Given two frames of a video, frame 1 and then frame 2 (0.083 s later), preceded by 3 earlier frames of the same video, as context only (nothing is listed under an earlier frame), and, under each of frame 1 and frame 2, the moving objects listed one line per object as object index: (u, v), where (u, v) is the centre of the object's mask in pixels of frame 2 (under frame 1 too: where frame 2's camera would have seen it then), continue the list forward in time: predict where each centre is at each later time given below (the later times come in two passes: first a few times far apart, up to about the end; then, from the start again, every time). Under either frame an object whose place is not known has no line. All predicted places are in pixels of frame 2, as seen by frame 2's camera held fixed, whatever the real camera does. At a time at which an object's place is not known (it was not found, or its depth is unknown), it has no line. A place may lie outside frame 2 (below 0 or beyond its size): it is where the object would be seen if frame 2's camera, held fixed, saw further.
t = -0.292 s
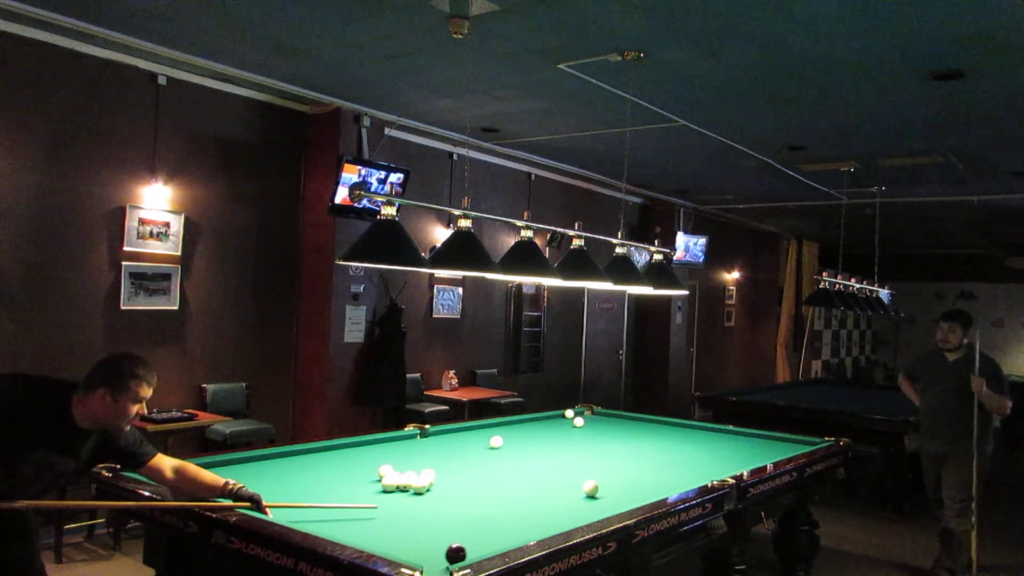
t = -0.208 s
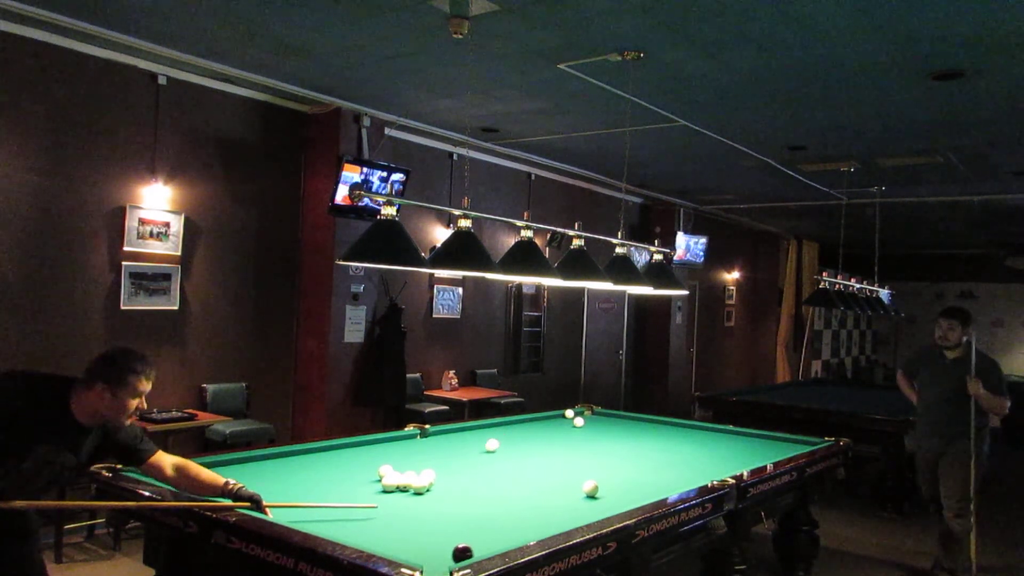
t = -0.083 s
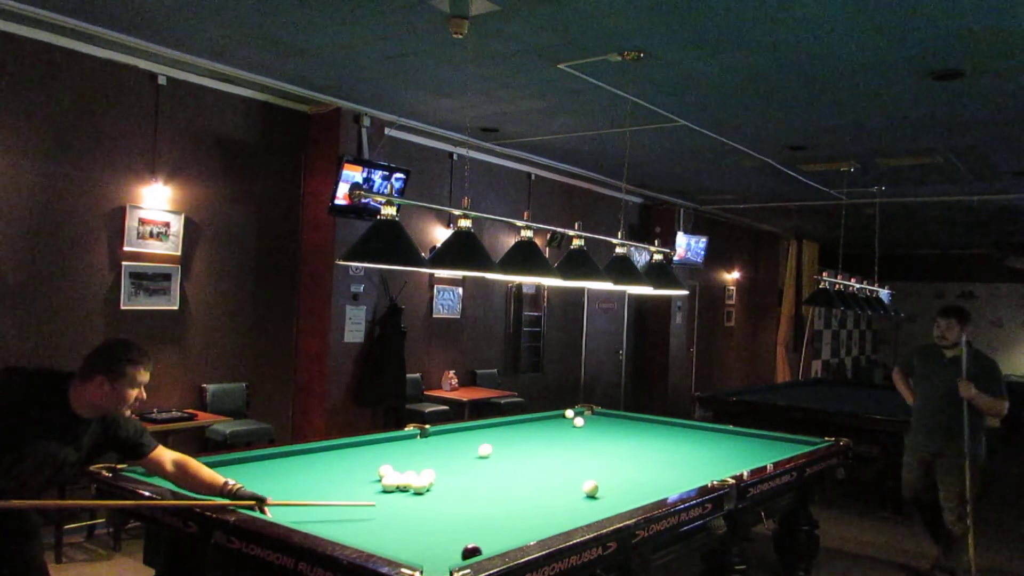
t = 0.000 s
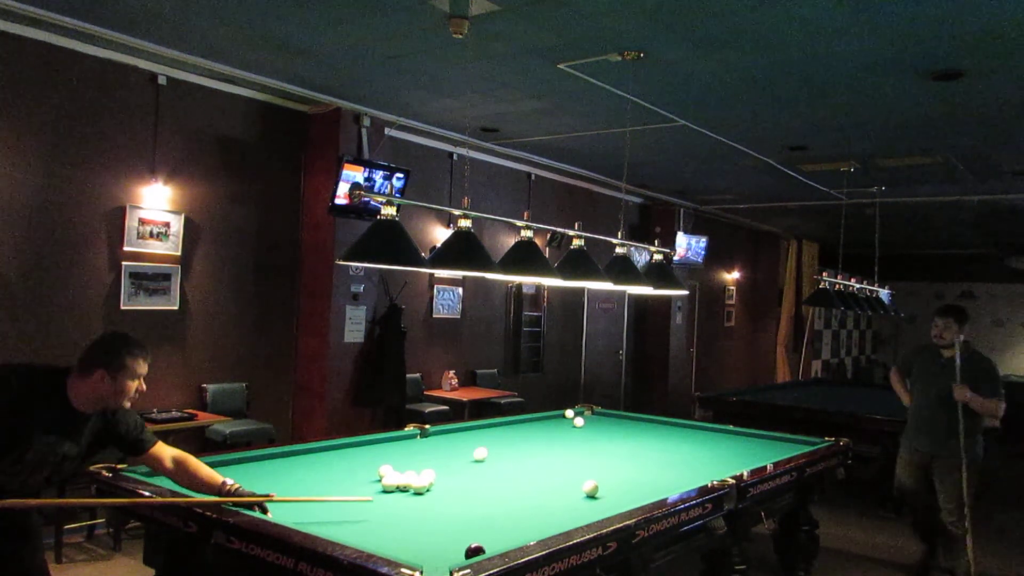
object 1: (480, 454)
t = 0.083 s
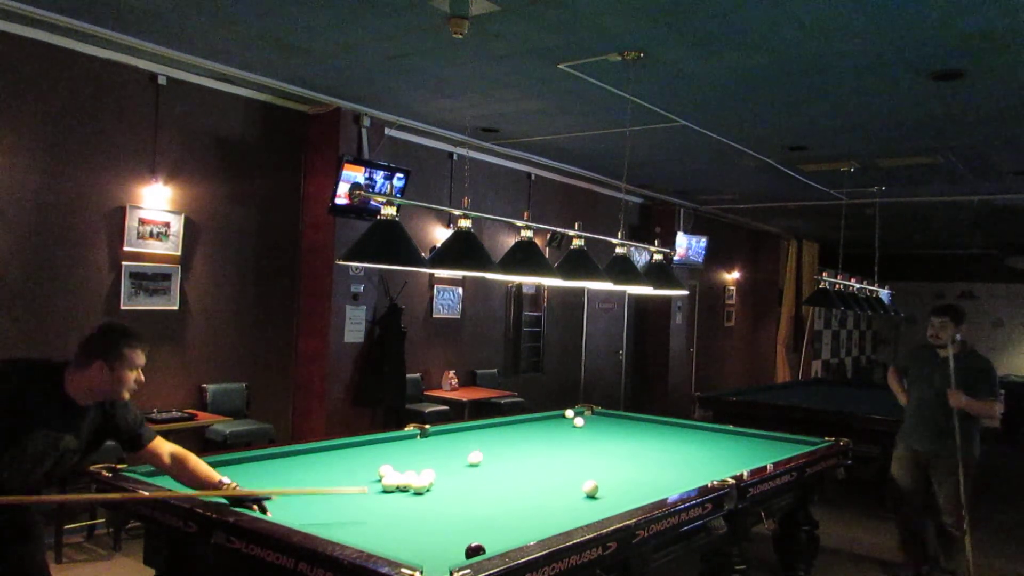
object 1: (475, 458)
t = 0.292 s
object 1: (461, 469)
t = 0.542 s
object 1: (442, 484)
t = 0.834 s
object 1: (415, 504)
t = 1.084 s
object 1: (387, 525)
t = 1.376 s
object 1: (394, 544)
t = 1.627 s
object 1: (463, 544)
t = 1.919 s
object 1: (506, 537)
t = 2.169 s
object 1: (511, 524)
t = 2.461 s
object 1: (516, 511)
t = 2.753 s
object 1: (520, 499)
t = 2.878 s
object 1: (521, 495)
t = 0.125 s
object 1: (472, 460)
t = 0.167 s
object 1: (470, 462)
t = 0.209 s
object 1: (467, 464)
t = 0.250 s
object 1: (464, 467)
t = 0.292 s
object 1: (461, 469)
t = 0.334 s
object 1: (458, 471)
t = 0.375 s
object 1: (455, 473)
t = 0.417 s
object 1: (452, 476)
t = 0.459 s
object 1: (449, 478)
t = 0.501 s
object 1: (445, 481)
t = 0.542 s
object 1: (442, 484)
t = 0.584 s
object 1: (439, 486)
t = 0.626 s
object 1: (435, 489)
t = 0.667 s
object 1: (431, 491)
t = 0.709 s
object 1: (427, 495)
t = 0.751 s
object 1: (424, 498)
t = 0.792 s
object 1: (419, 501)
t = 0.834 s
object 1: (415, 504)
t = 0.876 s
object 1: (411, 507)
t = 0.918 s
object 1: (406, 511)
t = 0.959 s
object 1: (402, 514)
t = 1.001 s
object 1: (397, 518)
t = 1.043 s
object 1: (392, 522)
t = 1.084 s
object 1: (387, 525)
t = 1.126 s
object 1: (382, 529)
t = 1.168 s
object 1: (376, 534)
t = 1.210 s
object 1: (370, 537)
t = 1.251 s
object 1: (365, 539)
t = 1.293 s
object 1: (369, 540)
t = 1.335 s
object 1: (382, 542)
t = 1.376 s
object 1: (394, 544)
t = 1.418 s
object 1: (406, 544)
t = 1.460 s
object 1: (418, 544)
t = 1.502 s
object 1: (429, 544)
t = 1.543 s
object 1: (440, 544)
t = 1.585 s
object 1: (452, 544)
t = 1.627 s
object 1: (463, 544)
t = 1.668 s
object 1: (475, 544)
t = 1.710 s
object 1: (484, 543)
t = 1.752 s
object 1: (492, 543)
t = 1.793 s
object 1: (503, 541)
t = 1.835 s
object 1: (504, 539)
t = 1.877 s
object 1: (505, 538)
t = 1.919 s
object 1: (506, 537)
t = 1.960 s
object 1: (507, 535)
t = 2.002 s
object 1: (508, 533)
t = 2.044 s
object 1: (509, 530)
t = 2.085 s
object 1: (509, 528)
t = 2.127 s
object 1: (510, 526)
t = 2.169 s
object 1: (511, 524)
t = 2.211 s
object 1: (512, 522)
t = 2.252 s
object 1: (512, 520)
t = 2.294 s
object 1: (513, 518)
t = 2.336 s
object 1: (514, 516)
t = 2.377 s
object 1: (514, 514)
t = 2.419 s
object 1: (515, 513)
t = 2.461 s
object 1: (516, 511)
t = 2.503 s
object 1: (516, 509)
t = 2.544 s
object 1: (517, 507)
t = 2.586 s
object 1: (517, 506)
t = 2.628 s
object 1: (518, 504)
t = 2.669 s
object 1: (518, 503)
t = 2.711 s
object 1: (519, 501)
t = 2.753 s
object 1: (520, 499)
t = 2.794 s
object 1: (520, 498)
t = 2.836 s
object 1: (520, 496)
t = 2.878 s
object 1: (521, 495)
